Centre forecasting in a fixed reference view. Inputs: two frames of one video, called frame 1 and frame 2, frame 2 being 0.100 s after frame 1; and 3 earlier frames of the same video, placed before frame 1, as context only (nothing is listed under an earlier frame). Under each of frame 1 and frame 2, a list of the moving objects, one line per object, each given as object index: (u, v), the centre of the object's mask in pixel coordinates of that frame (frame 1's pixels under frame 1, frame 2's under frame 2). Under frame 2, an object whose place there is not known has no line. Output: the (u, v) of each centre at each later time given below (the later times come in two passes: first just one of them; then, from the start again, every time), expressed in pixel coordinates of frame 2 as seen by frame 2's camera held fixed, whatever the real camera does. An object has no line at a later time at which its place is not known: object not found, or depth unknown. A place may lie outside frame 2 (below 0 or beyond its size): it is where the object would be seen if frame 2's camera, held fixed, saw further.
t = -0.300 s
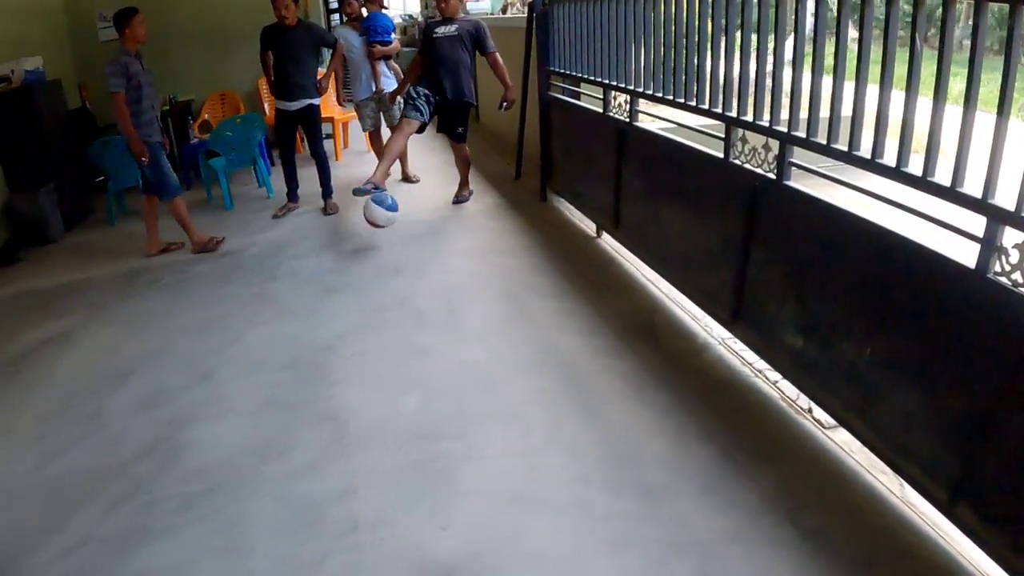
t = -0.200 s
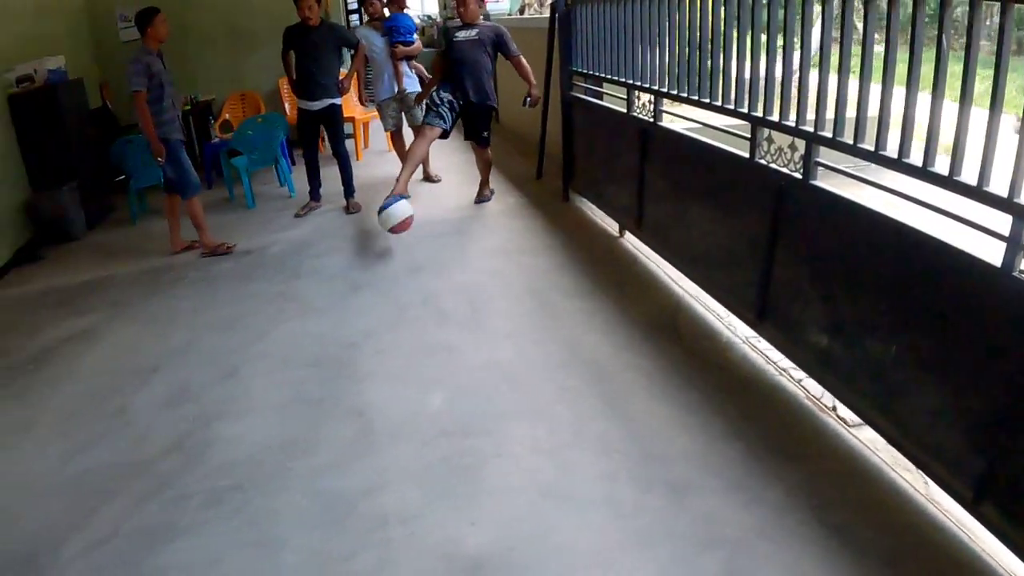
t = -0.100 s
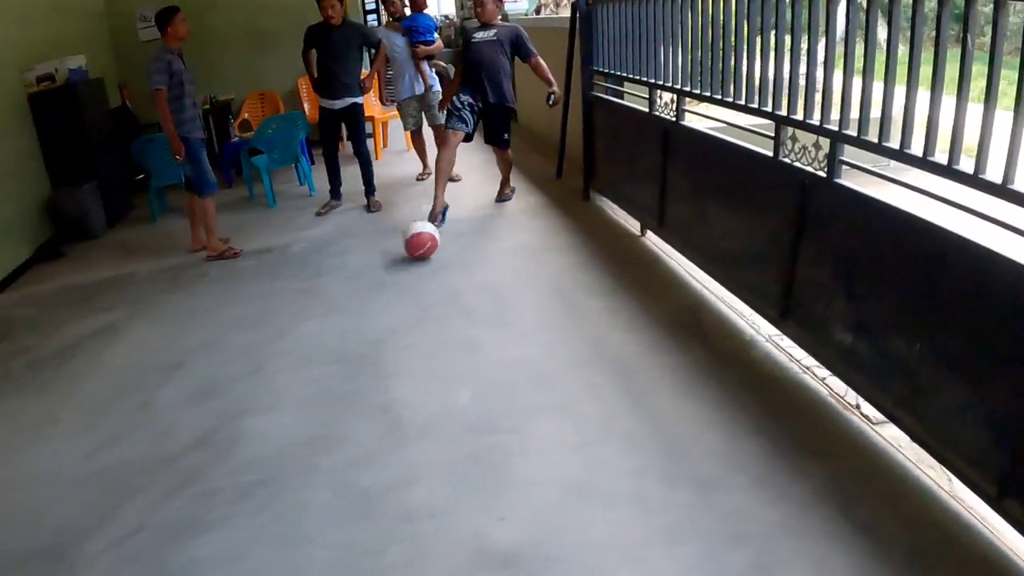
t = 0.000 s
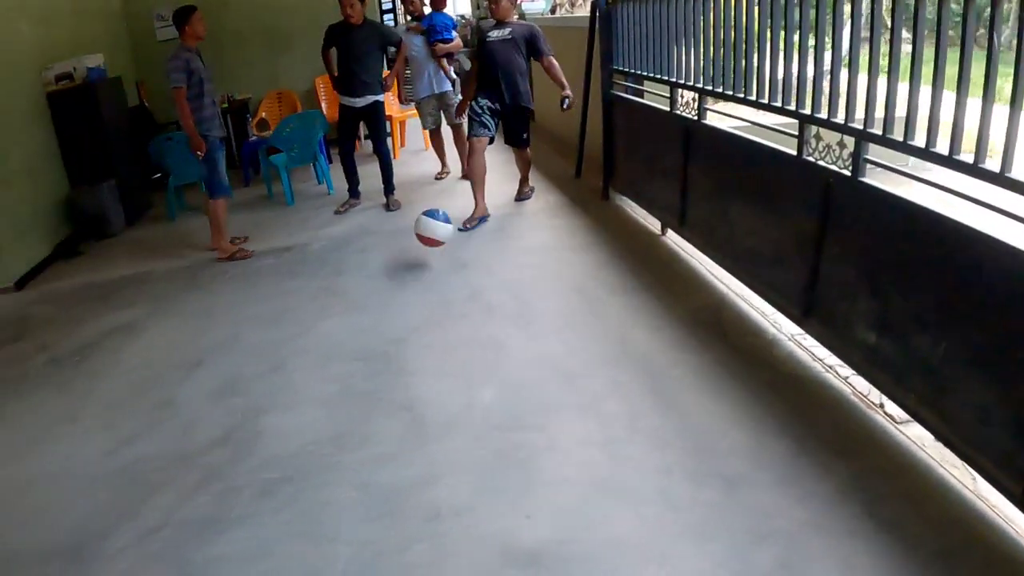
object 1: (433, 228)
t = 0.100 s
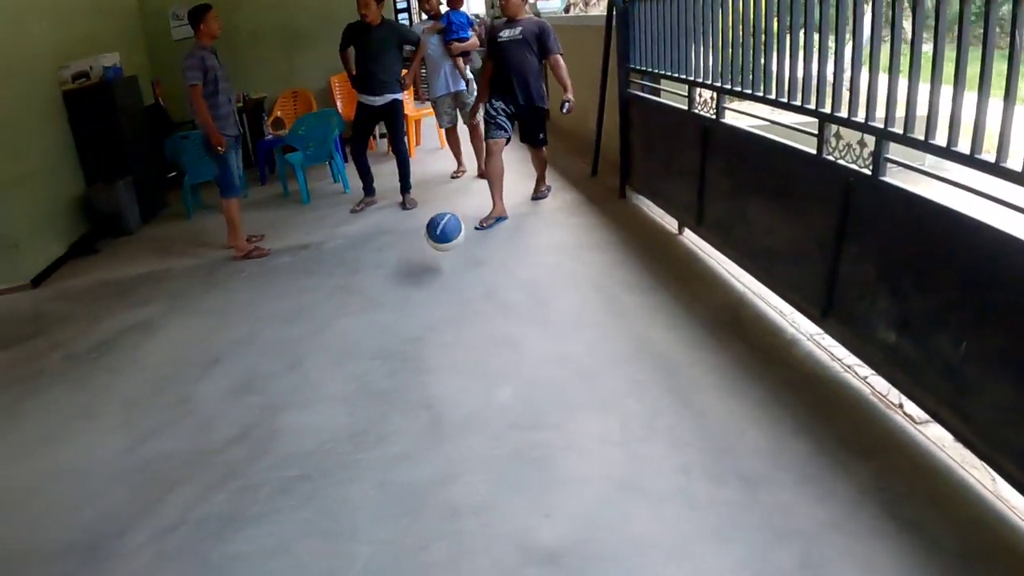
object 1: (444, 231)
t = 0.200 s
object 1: (442, 254)
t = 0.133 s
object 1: (444, 237)
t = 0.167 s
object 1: (443, 244)
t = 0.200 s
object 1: (442, 254)
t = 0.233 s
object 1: (442, 259)
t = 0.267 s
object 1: (440, 254)
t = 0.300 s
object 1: (439, 252)
